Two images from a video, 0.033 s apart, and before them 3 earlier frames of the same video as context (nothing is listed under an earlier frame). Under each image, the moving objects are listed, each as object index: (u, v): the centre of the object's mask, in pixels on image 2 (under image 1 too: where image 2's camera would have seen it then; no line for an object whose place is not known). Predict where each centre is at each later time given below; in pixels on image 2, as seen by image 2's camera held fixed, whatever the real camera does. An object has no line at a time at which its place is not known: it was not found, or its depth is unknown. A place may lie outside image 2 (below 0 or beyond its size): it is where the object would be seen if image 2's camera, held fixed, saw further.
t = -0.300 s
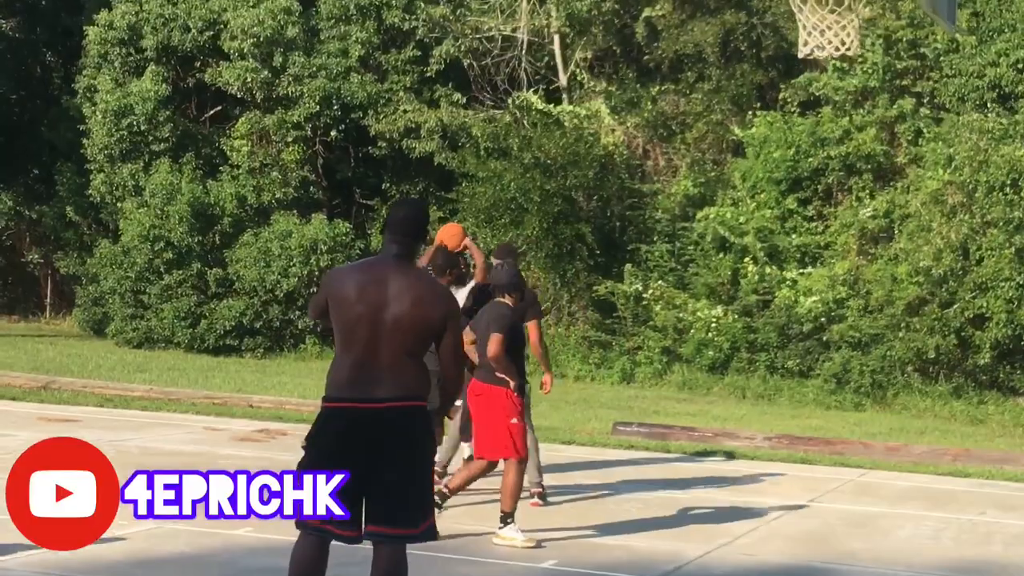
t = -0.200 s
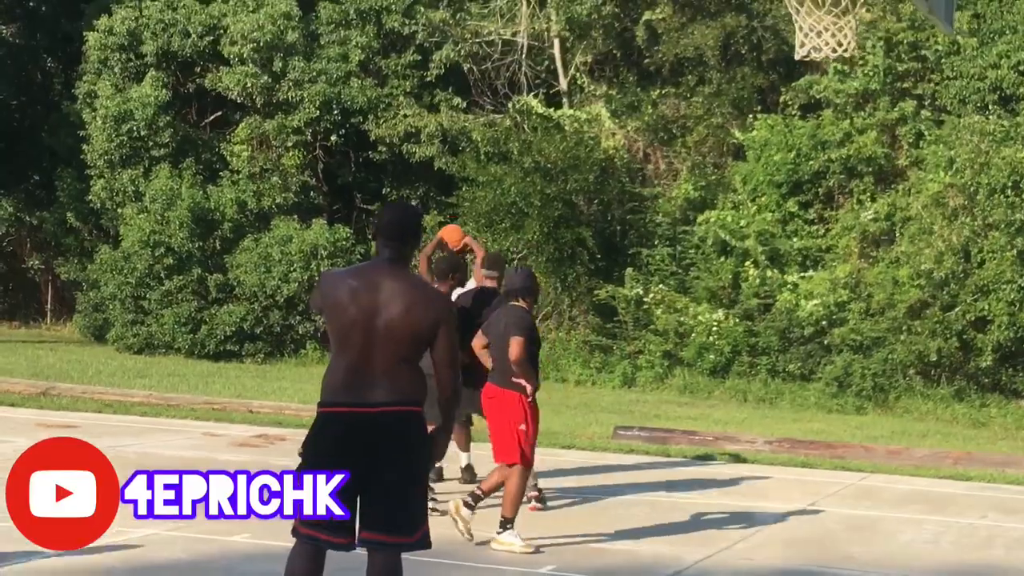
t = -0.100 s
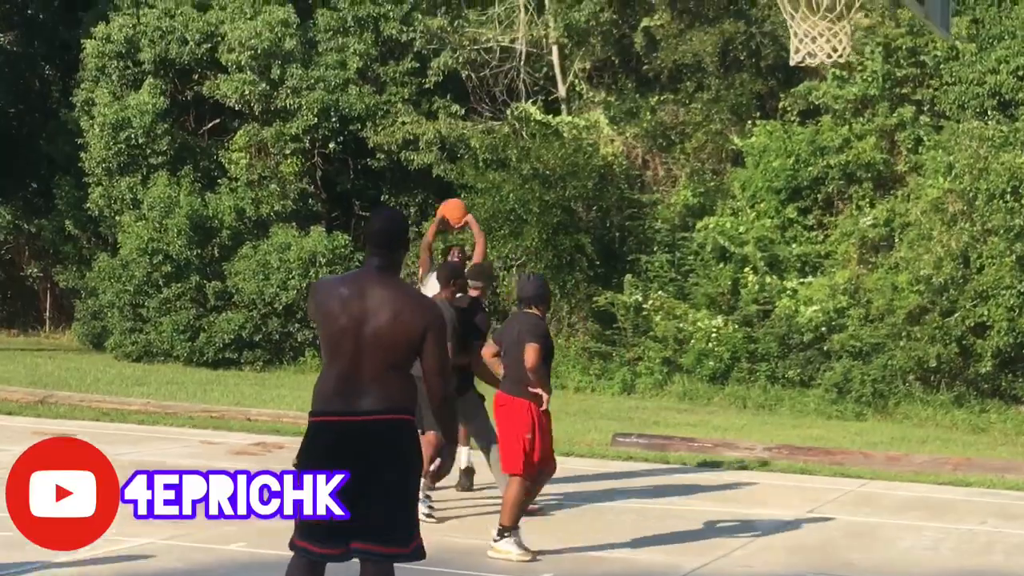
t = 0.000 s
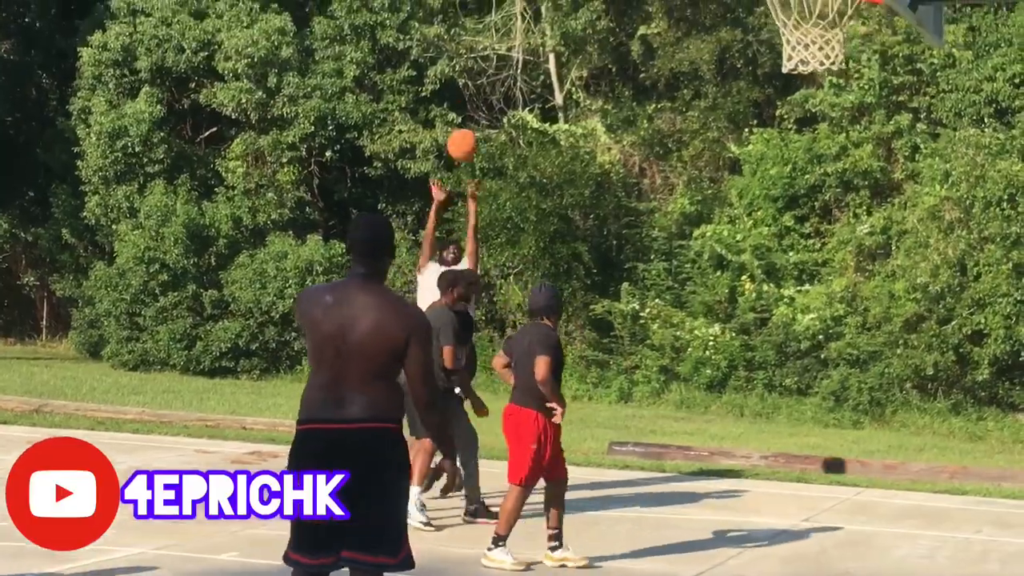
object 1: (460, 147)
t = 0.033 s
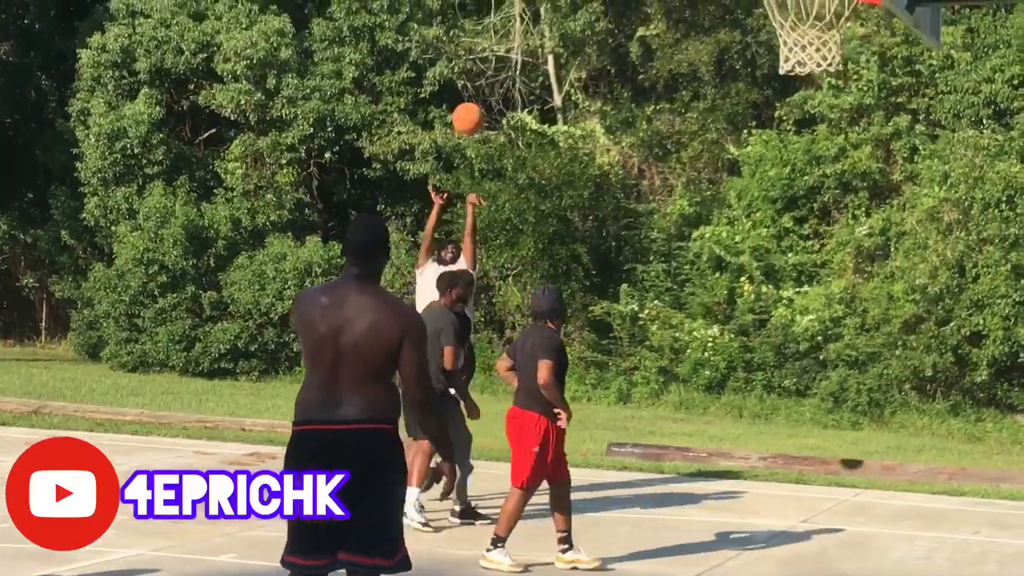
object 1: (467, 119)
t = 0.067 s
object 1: (474, 92)
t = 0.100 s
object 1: (480, 64)
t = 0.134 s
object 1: (487, 38)
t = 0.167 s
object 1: (494, 13)
